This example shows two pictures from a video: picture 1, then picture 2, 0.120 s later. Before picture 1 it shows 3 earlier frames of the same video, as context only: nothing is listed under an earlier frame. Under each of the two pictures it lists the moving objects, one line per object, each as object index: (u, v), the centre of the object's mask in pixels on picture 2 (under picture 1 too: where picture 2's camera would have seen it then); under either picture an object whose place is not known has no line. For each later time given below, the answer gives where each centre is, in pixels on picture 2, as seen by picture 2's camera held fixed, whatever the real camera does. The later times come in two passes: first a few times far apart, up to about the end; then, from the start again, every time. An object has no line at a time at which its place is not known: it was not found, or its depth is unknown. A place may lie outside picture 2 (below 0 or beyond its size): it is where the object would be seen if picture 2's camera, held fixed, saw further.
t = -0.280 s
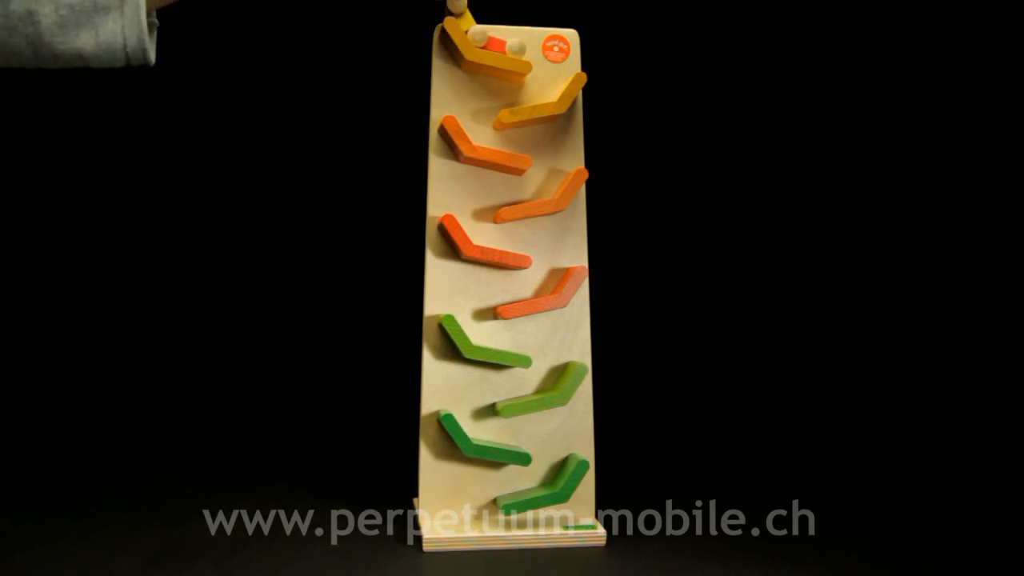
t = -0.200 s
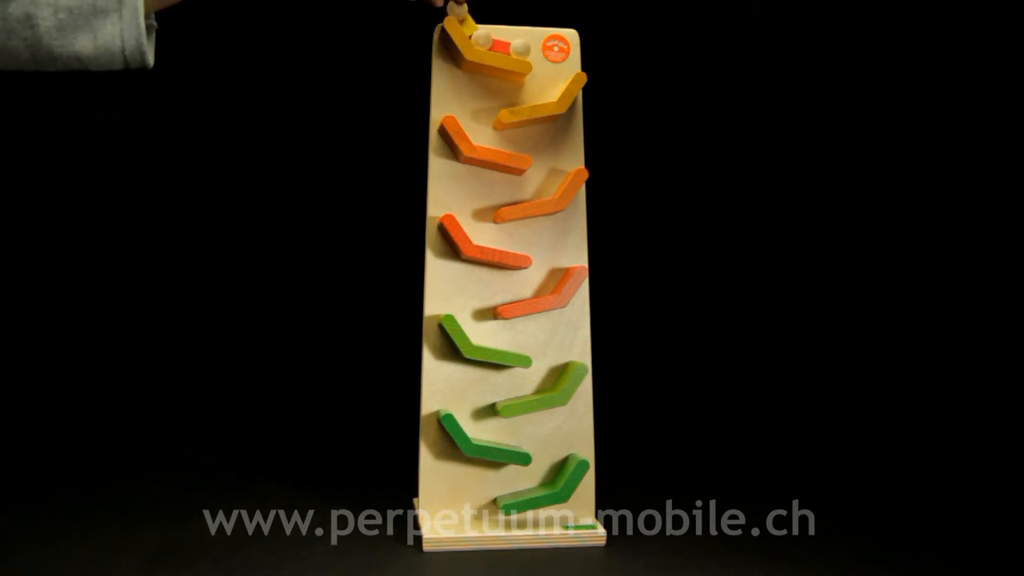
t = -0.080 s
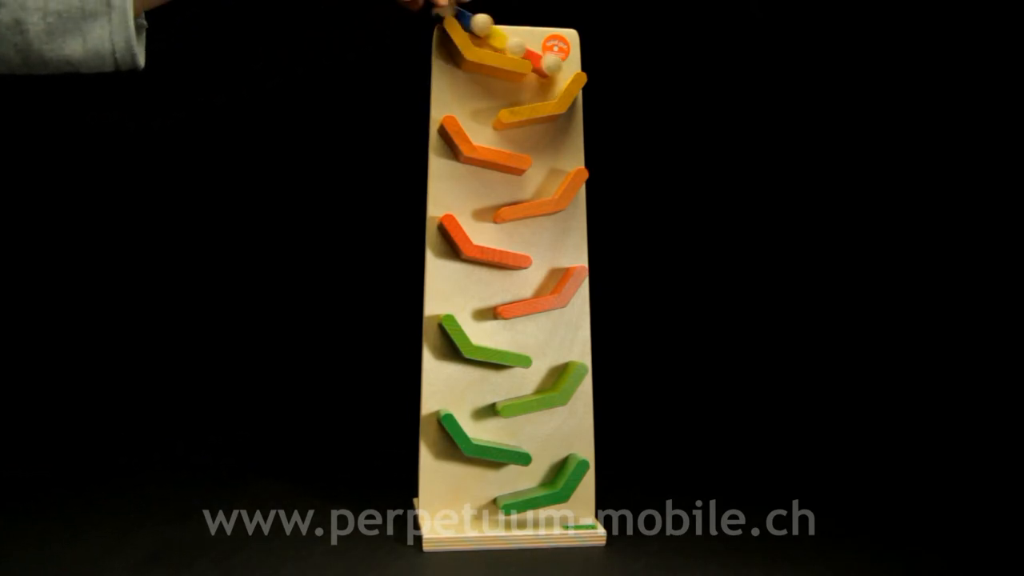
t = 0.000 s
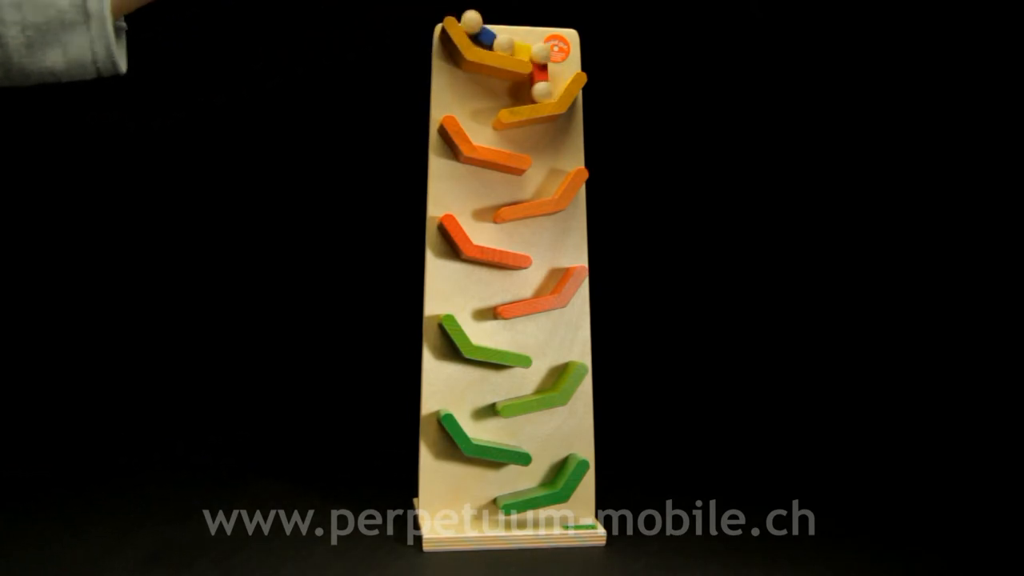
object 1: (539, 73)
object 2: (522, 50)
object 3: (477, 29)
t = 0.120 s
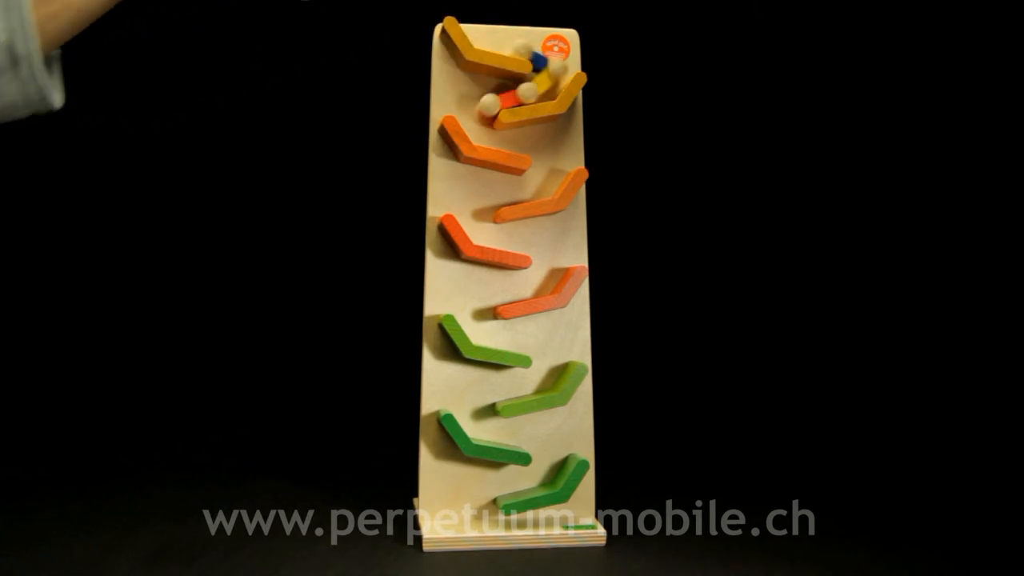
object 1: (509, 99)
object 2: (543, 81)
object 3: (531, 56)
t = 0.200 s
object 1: (484, 109)
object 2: (515, 97)
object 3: (543, 67)
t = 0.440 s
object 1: (541, 159)
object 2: (505, 142)
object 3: (489, 108)
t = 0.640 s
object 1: (516, 195)
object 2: (544, 172)
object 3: (535, 149)
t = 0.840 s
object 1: (499, 240)
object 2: (484, 216)
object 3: (510, 194)
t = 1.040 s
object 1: (539, 269)
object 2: (527, 246)
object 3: (491, 235)
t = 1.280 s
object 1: (486, 323)
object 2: (493, 299)
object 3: (531, 287)
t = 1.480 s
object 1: (541, 364)
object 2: (519, 342)
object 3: (482, 329)
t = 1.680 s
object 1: (490, 398)
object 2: (541, 384)
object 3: (541, 364)
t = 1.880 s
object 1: (505, 436)
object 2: (490, 426)
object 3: (495, 393)
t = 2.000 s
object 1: (543, 457)
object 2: (517, 437)
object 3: (486, 417)
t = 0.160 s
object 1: (489, 107)
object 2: (528, 97)
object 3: (539, 65)
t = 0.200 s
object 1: (484, 109)
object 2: (515, 97)
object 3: (543, 67)
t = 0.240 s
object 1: (487, 117)
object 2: (510, 99)
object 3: (552, 80)
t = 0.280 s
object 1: (489, 127)
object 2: (500, 103)
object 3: (544, 84)
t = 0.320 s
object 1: (497, 139)
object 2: (488, 115)
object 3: (528, 94)
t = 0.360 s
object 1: (510, 145)
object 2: (483, 119)
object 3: (509, 97)
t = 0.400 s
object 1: (524, 149)
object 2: (486, 134)
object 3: (495, 104)
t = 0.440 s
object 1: (541, 159)
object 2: (505, 142)
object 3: (489, 108)
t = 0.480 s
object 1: (543, 163)
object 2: (516, 144)
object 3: (484, 113)
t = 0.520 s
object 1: (538, 169)
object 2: (521, 145)
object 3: (477, 127)
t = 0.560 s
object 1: (535, 177)
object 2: (532, 151)
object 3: (496, 138)
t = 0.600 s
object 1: (530, 192)
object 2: (541, 168)
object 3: (507, 142)
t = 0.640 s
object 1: (516, 195)
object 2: (544, 172)
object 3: (535, 149)
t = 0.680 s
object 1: (500, 199)
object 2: (536, 187)
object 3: (536, 157)
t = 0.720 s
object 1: (484, 209)
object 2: (518, 194)
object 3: (538, 160)
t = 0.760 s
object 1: (484, 215)
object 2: (507, 195)
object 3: (543, 174)
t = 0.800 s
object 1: (487, 226)
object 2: (503, 198)
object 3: (543, 184)
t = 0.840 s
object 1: (499, 240)
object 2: (484, 216)
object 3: (510, 194)
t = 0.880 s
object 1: (514, 244)
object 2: (483, 218)
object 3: (496, 197)
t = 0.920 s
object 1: (530, 249)
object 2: (502, 238)
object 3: (492, 204)
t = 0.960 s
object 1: (543, 258)
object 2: (503, 238)
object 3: (486, 207)
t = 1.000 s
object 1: (542, 263)
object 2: (519, 242)
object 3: (480, 217)
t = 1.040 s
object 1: (539, 269)
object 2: (527, 246)
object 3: (491, 235)
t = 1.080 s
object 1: (535, 283)
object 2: (540, 258)
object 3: (515, 242)
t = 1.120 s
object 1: (520, 291)
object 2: (542, 266)
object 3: (529, 244)
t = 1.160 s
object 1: (505, 296)
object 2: (541, 281)
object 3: (536, 252)
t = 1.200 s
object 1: (485, 305)
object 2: (523, 291)
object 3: (540, 257)
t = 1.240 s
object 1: (482, 313)
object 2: (506, 292)
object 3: (544, 265)
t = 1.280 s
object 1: (486, 323)
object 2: (493, 299)
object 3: (531, 287)
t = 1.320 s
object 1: (499, 338)
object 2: (483, 315)
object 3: (509, 293)
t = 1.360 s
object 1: (519, 344)
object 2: (484, 320)
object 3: (491, 298)
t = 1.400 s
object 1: (538, 352)
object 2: (501, 338)
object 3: (486, 306)
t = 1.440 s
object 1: (544, 354)
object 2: (504, 338)
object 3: (483, 321)
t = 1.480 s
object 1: (541, 364)
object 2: (519, 342)
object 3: (482, 329)
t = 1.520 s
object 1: (536, 369)
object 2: (526, 346)
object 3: (487, 333)
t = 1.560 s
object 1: (532, 380)
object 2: (537, 354)
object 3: (503, 339)
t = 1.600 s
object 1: (511, 390)
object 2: (541, 365)
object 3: (524, 343)
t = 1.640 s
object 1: (507, 392)
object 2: (543, 374)
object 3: (540, 353)
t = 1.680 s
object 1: (490, 398)
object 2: (541, 384)
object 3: (541, 364)
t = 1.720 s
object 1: (482, 407)
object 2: (525, 387)
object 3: (539, 368)
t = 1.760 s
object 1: (486, 413)
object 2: (517, 389)
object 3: (541, 378)
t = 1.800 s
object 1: (490, 422)
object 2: (505, 393)
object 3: (532, 384)
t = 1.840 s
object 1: (488, 433)
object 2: (488, 403)
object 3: (511, 391)
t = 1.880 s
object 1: (505, 436)
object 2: (490, 426)
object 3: (495, 393)
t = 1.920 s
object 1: (531, 443)
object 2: (494, 432)
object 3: (484, 409)
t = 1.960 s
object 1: (545, 452)
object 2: (512, 437)
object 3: (488, 414)
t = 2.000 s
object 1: (543, 457)
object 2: (517, 437)
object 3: (486, 417)
